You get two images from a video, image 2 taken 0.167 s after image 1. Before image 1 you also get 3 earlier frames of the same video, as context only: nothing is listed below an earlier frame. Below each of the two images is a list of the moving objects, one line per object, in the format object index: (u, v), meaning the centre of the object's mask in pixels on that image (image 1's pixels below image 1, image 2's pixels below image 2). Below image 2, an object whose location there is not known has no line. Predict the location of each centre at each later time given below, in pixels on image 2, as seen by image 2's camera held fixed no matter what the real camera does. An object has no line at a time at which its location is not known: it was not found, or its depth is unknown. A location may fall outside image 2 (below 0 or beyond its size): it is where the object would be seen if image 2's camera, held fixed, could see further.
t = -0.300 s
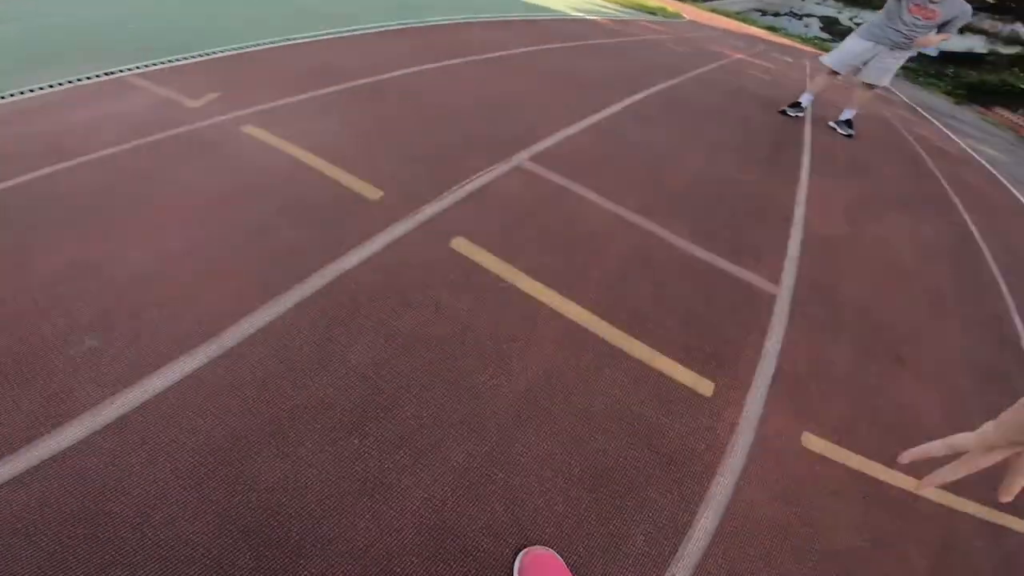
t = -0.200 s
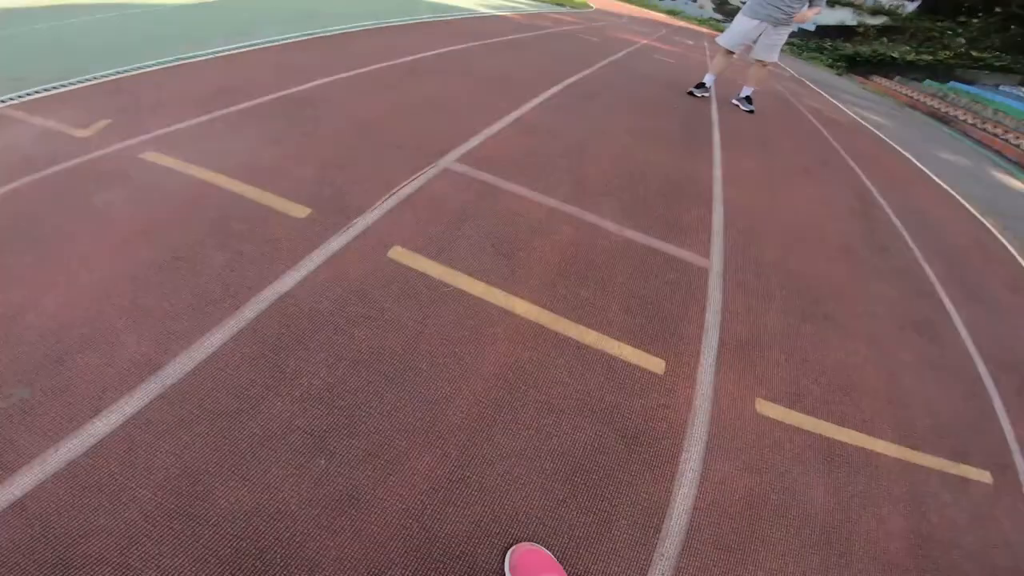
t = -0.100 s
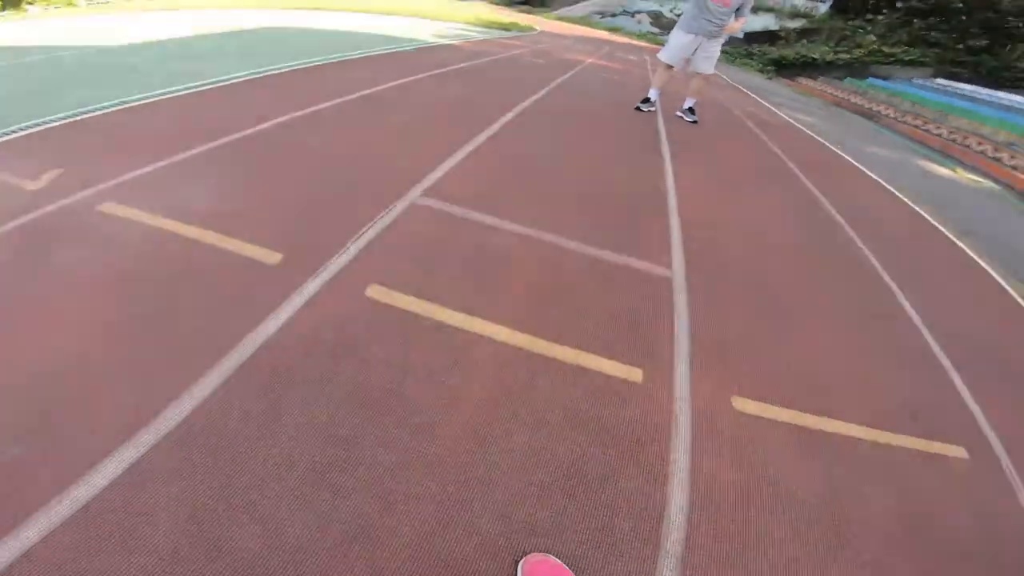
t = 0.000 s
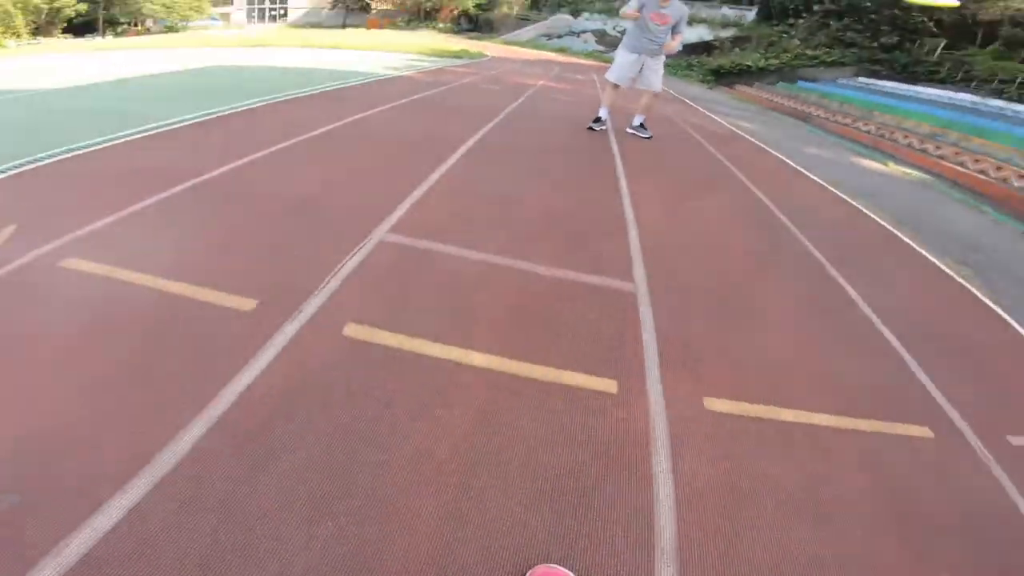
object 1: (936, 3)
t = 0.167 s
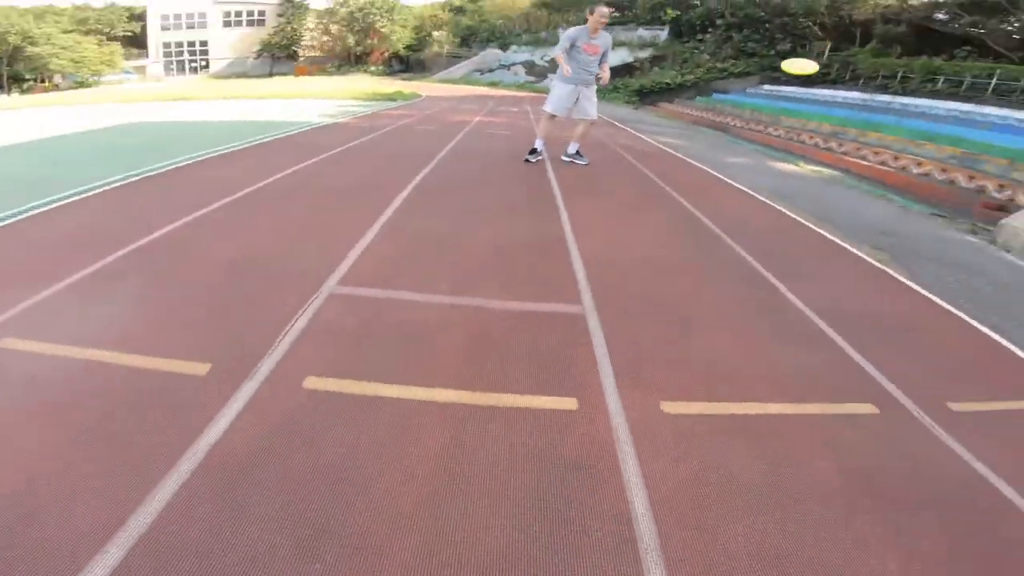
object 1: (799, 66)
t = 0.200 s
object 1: (795, 78)
